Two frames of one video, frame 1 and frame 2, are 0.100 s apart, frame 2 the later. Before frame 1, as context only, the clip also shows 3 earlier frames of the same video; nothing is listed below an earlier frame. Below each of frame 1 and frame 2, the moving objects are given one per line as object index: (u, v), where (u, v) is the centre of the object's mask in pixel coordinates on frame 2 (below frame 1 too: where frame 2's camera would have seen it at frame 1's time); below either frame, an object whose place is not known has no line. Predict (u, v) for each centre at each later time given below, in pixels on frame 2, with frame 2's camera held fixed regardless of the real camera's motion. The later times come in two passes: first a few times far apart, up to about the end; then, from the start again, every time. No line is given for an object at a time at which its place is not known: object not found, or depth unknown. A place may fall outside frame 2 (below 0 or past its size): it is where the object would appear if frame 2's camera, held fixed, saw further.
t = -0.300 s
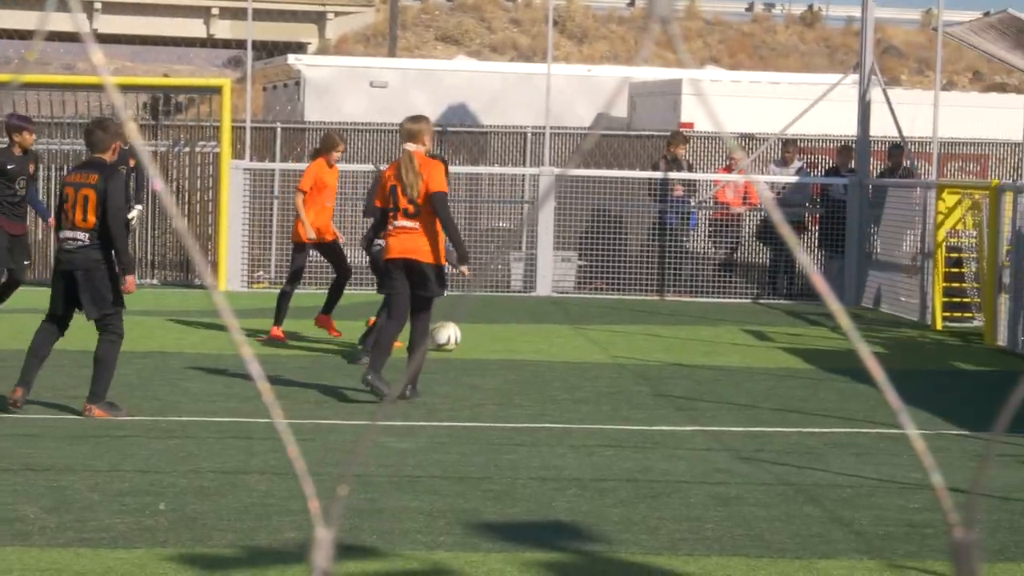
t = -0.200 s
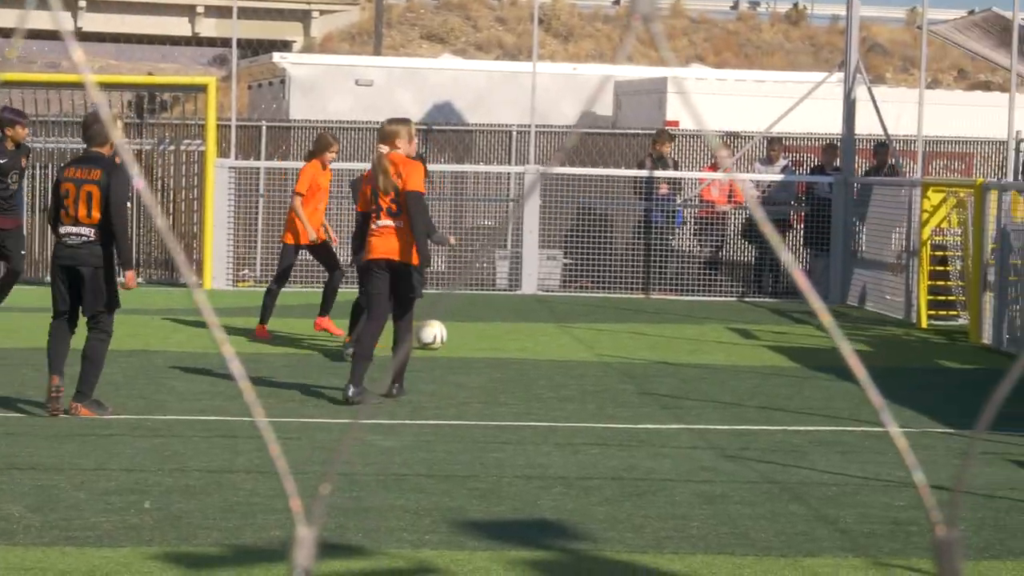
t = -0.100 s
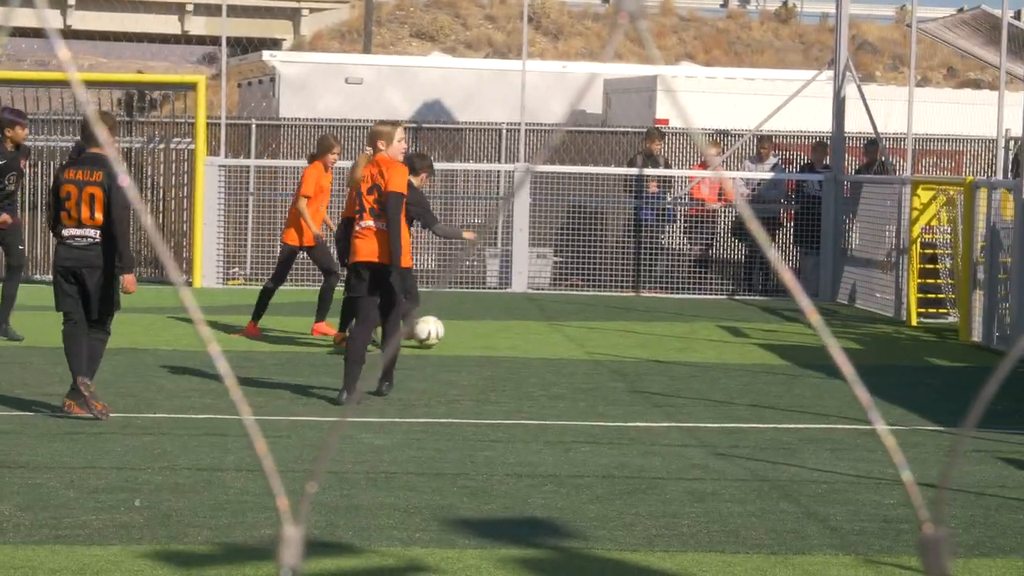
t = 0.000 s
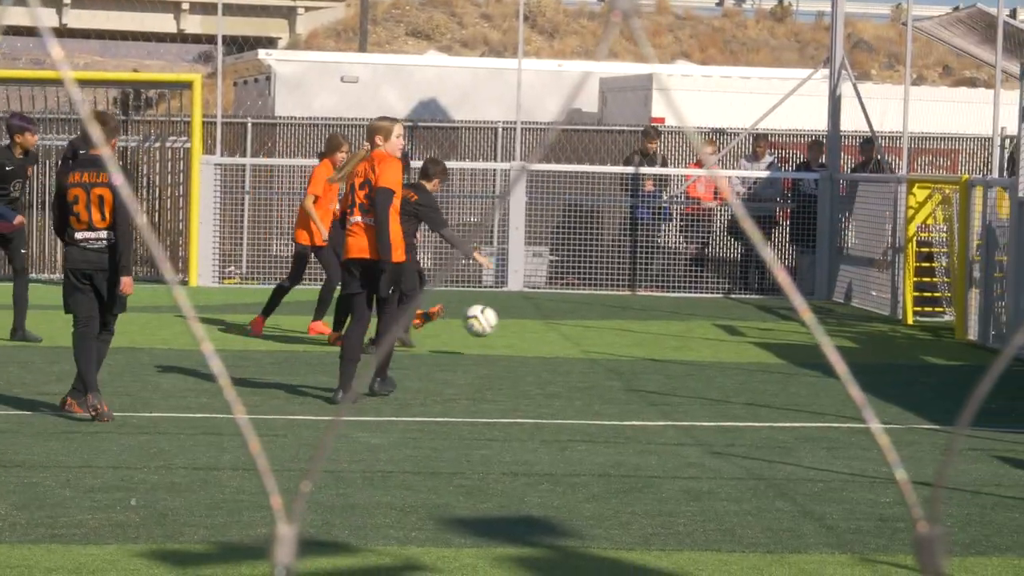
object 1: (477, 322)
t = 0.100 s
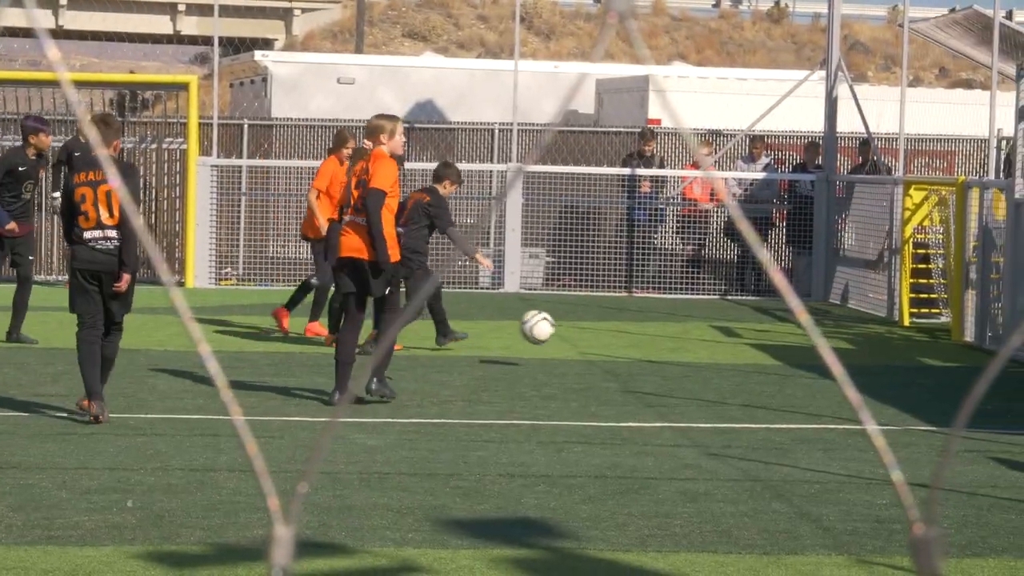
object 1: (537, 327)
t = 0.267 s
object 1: (644, 364)
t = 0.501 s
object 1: (774, 386)
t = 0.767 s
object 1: (907, 405)
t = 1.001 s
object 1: (1028, 427)
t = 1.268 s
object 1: (1182, 448)
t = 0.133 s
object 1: (559, 332)
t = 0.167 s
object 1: (580, 339)
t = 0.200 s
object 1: (601, 347)
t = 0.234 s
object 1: (624, 358)
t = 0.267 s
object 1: (644, 364)
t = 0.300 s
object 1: (663, 363)
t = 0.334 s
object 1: (681, 361)
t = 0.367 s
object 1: (699, 363)
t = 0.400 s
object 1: (717, 366)
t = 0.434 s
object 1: (736, 371)
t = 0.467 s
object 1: (755, 379)
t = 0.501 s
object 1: (774, 386)
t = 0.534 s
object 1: (790, 385)
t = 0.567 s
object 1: (807, 386)
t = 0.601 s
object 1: (823, 389)
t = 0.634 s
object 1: (840, 392)
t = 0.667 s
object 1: (862, 396)
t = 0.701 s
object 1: (873, 400)
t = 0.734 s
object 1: (891, 400)
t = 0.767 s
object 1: (907, 405)
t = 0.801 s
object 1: (923, 408)
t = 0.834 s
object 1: (940, 411)
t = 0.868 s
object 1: (958, 415)
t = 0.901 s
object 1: (972, 418)
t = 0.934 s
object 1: (991, 420)
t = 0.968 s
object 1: (1010, 423)
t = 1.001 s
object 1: (1028, 427)
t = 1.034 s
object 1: (1046, 429)
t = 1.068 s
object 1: (1065, 431)
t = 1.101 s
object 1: (1085, 435)
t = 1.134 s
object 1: (1104, 438)
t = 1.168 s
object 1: (1124, 441)
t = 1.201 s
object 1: (1143, 442)
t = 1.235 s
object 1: (1162, 445)
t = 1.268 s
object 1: (1182, 448)
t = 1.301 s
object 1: (1203, 450)
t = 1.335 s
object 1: (1224, 455)
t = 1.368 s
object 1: (1245, 456)
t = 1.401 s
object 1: (1266, 458)
